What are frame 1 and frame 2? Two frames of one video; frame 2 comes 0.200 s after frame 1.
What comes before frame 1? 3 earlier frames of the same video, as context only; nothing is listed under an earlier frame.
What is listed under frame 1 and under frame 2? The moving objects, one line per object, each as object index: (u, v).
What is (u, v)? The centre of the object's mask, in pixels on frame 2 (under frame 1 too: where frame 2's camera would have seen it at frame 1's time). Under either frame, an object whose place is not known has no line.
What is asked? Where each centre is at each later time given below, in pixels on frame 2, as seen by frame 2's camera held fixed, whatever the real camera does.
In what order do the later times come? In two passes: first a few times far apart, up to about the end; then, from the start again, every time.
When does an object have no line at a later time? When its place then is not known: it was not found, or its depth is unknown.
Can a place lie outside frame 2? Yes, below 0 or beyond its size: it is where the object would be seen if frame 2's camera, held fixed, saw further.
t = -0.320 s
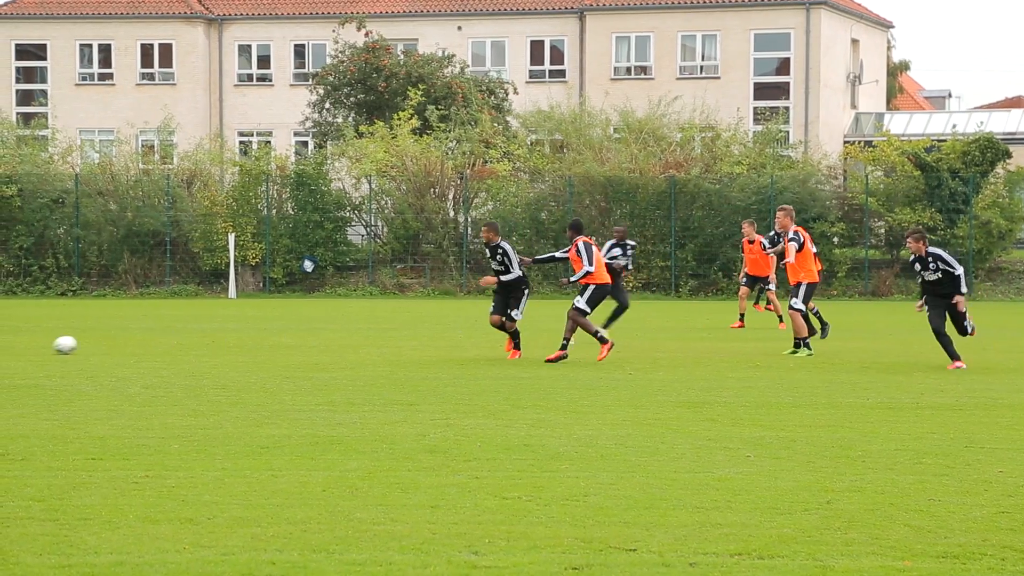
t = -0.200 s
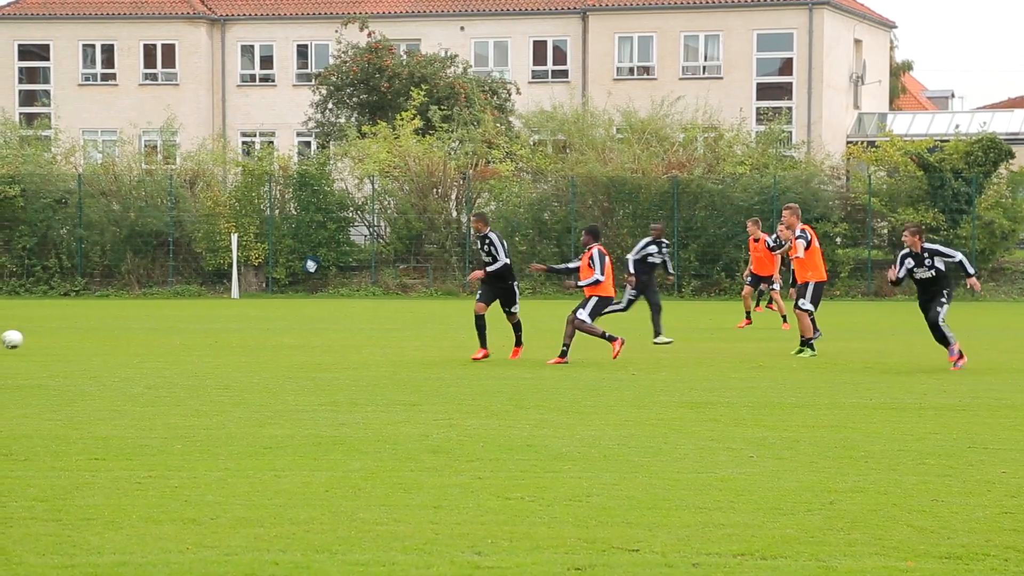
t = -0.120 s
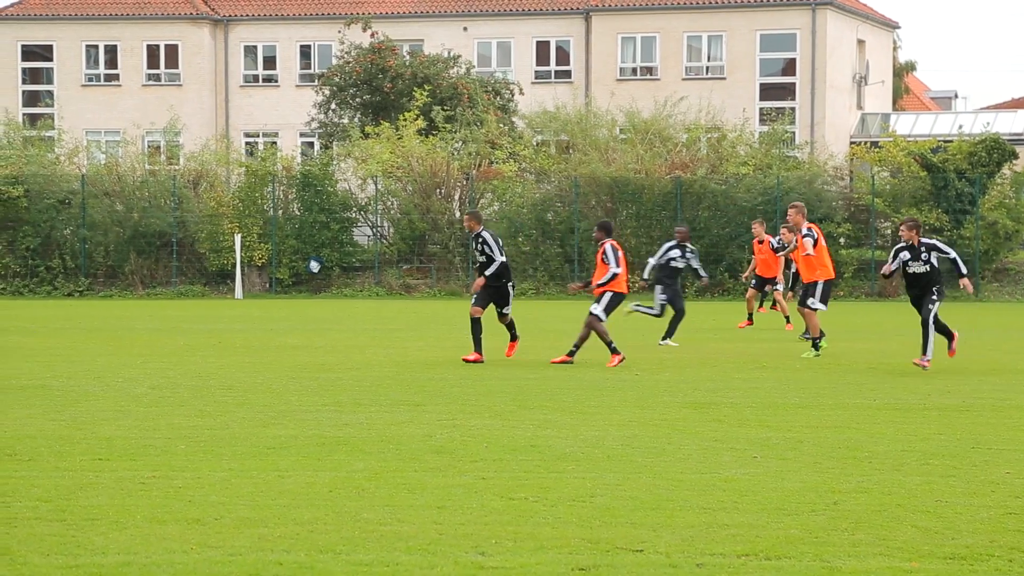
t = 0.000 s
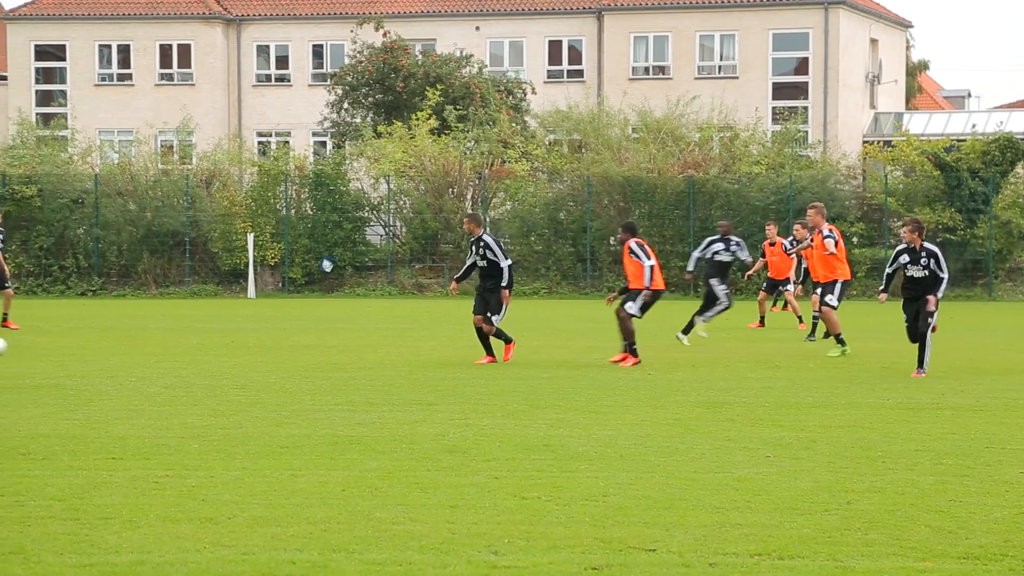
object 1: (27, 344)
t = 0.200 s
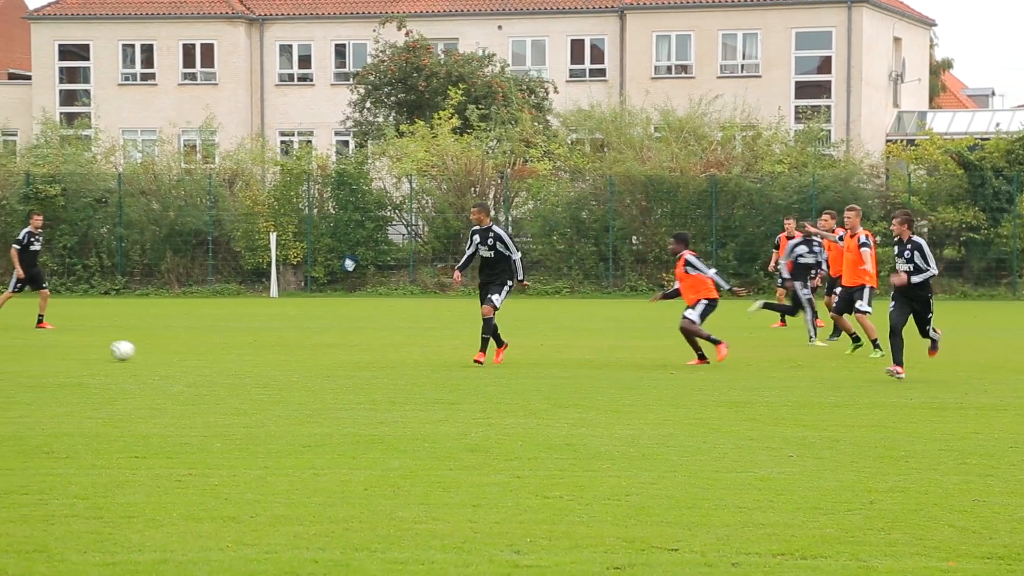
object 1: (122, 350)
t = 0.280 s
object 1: (161, 355)
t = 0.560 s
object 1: (280, 364)
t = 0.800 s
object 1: (362, 373)
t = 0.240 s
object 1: (142, 352)
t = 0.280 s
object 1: (161, 355)
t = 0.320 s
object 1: (180, 357)
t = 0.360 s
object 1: (197, 356)
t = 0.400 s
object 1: (215, 357)
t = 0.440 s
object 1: (233, 360)
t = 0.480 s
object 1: (249, 362)
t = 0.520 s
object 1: (264, 362)
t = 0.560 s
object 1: (280, 364)
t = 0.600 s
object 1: (295, 366)
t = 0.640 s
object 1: (310, 368)
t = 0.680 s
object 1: (324, 369)
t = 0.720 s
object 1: (337, 371)
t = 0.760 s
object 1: (350, 371)
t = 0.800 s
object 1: (362, 373)
